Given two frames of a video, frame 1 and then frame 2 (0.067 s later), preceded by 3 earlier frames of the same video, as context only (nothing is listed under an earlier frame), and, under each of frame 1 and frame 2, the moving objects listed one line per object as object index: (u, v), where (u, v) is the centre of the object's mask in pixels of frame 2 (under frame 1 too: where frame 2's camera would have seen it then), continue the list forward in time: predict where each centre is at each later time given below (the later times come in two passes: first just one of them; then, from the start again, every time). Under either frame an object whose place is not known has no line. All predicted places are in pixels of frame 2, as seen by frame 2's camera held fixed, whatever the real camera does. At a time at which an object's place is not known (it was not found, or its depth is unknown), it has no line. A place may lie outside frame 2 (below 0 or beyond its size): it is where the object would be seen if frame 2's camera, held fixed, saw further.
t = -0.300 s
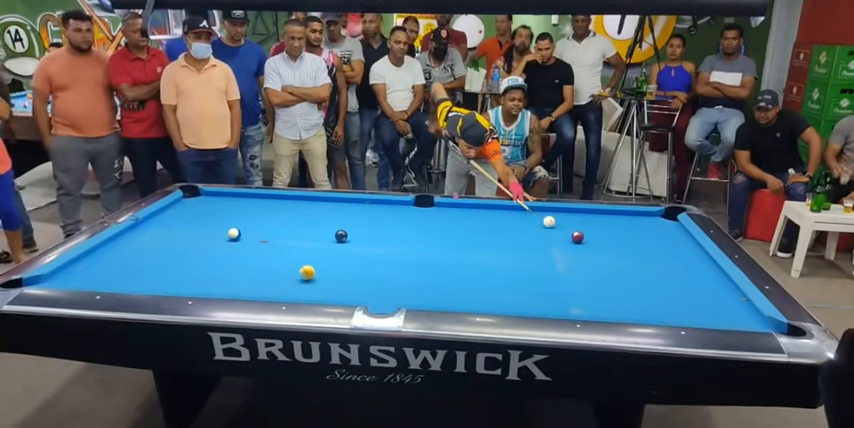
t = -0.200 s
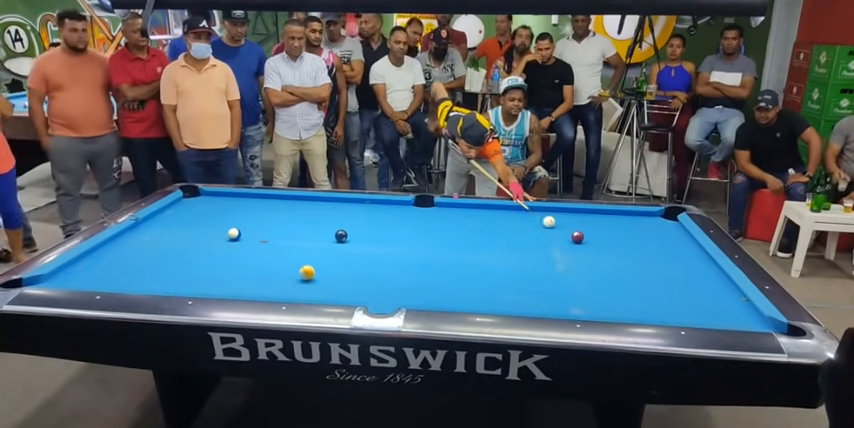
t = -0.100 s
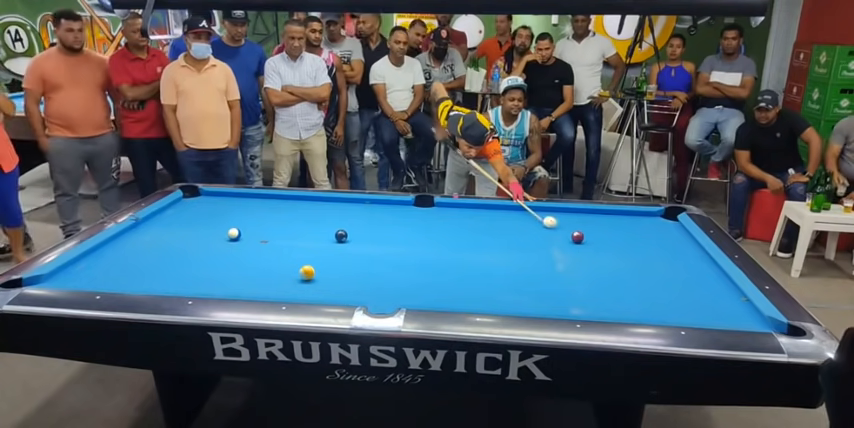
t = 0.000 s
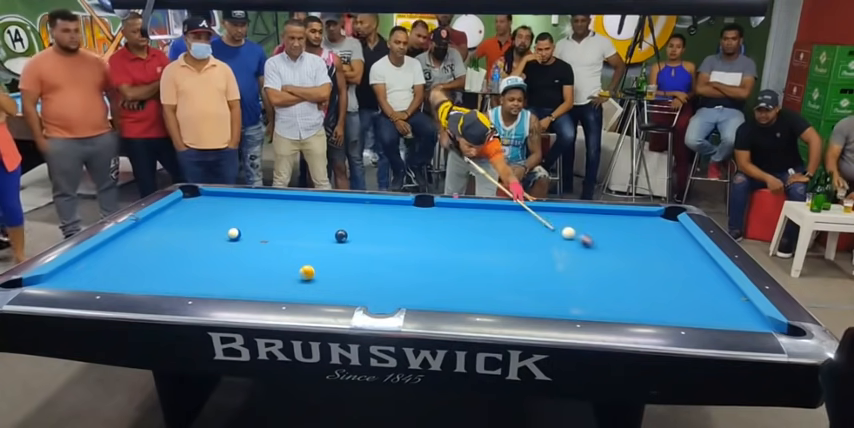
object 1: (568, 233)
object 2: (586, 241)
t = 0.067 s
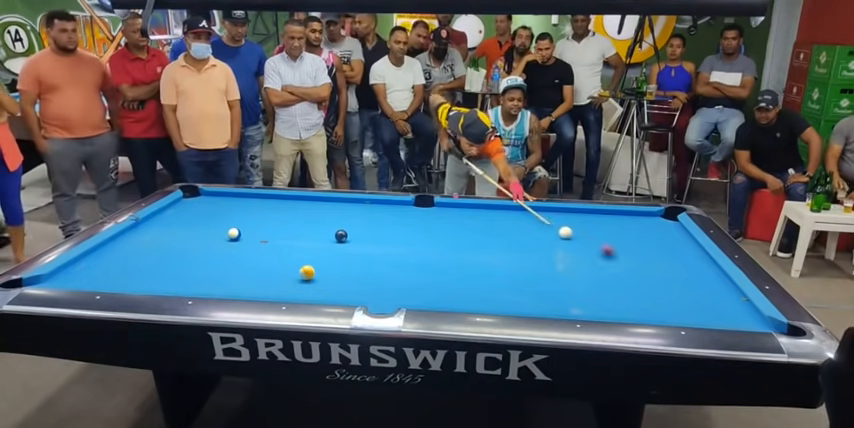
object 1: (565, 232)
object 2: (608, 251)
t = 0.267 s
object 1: (551, 228)
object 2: (669, 280)
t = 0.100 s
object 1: (563, 232)
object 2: (617, 256)
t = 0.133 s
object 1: (561, 231)
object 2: (628, 261)
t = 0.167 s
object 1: (558, 230)
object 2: (637, 266)
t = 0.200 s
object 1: (556, 230)
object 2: (648, 271)
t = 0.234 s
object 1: (554, 229)
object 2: (658, 275)
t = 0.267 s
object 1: (551, 228)
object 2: (669, 280)
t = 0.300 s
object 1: (549, 227)
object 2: (681, 286)
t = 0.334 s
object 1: (547, 226)
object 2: (693, 292)
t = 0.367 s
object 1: (545, 225)
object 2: (705, 297)
